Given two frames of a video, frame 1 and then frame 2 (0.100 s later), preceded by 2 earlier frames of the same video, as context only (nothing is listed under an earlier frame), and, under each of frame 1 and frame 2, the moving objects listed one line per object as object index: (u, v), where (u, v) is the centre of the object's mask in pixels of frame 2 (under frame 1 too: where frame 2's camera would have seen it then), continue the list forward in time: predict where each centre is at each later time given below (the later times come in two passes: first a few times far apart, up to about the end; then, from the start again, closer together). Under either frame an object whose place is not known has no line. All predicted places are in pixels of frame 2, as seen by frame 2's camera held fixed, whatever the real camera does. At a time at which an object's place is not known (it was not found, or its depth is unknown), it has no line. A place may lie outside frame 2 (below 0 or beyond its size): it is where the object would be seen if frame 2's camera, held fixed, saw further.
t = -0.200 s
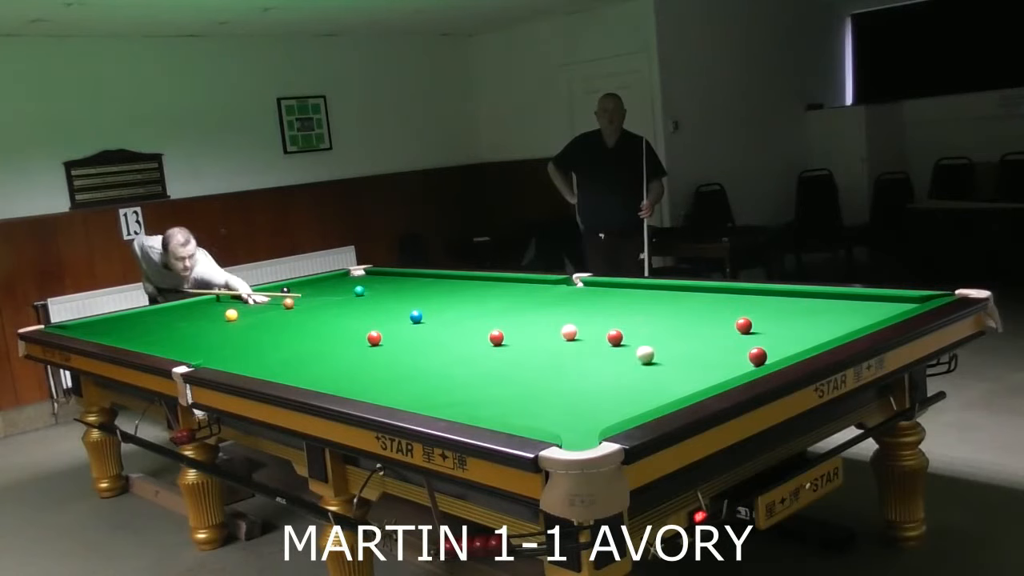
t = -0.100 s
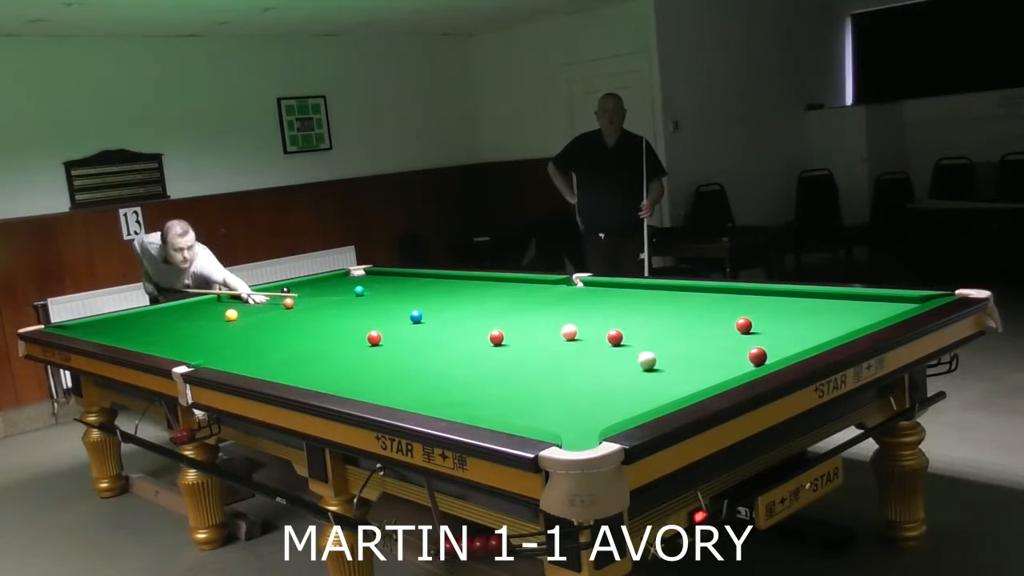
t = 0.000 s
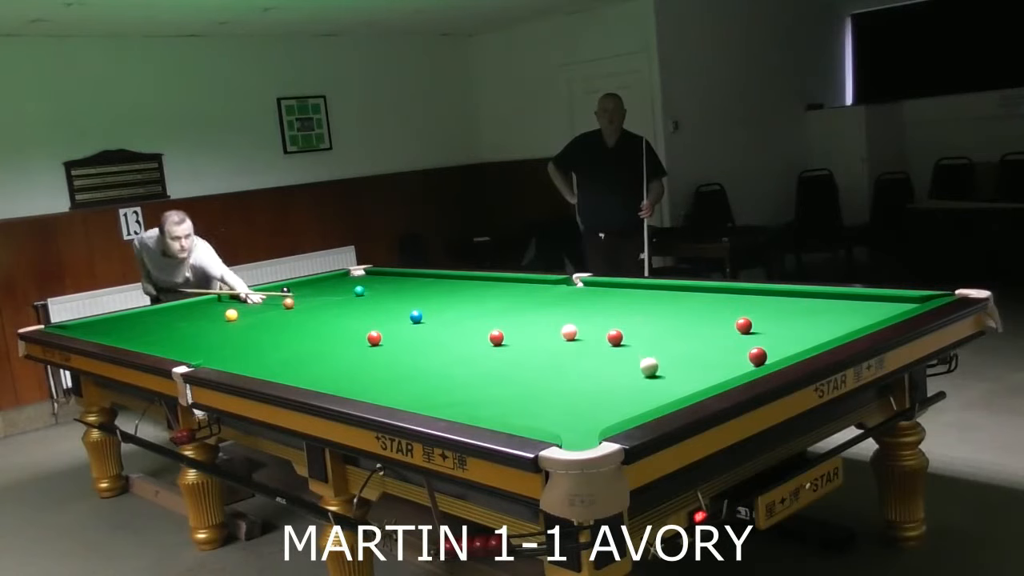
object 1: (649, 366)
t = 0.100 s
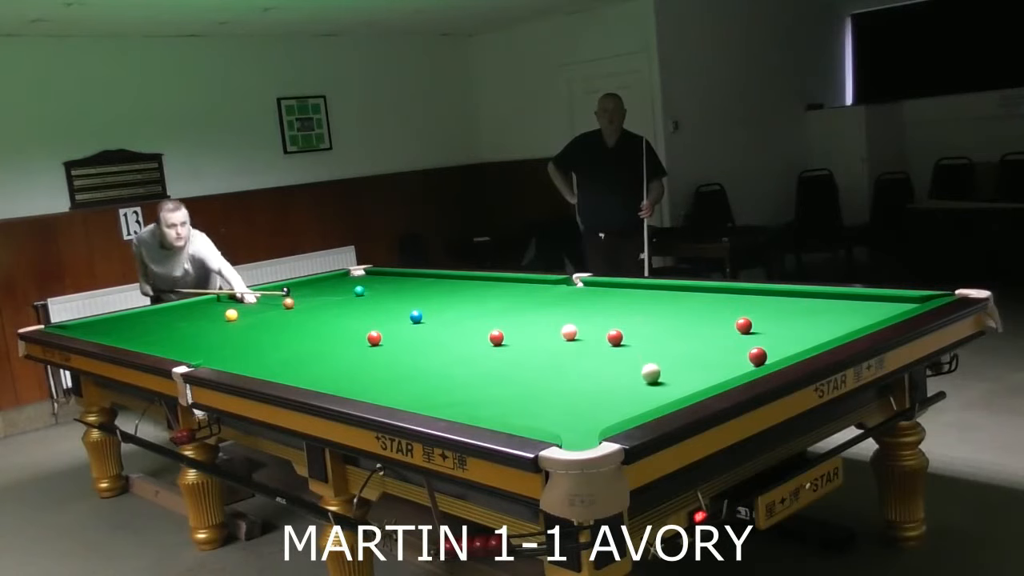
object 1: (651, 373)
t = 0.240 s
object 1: (653, 383)
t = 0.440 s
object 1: (657, 396)
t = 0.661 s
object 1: (632, 407)
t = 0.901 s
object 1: (579, 417)
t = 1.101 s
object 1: (537, 420)
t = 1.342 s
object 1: (522, 416)
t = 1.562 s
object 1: (522, 409)
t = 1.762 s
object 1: (521, 402)
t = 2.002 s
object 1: (521, 394)
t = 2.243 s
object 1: (521, 388)
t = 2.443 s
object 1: (521, 383)
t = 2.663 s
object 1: (521, 377)
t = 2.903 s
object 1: (521, 373)
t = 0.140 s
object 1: (651, 375)
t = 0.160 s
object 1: (652, 377)
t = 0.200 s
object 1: (652, 380)
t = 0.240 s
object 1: (653, 383)
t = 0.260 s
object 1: (654, 384)
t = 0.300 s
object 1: (654, 387)
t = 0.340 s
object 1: (655, 390)
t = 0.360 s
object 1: (656, 391)
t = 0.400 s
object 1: (656, 394)
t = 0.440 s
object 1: (657, 396)
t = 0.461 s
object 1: (657, 397)
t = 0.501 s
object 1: (658, 399)
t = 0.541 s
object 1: (658, 401)
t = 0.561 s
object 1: (654, 401)
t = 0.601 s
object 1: (645, 404)
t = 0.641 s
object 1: (636, 406)
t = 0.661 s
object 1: (632, 407)
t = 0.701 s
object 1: (623, 409)
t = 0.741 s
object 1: (614, 411)
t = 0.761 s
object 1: (610, 412)
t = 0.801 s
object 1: (601, 413)
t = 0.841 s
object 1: (593, 414)
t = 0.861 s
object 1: (588, 415)
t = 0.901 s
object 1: (579, 417)
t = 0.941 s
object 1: (571, 418)
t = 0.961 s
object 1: (567, 418)
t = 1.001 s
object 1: (558, 420)
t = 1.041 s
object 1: (550, 420)
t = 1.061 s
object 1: (546, 420)
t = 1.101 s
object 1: (537, 420)
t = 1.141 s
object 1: (529, 420)
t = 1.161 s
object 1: (525, 420)
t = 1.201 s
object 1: (522, 419)
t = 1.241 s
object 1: (522, 419)
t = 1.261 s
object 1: (522, 418)
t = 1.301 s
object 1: (522, 417)
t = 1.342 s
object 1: (522, 416)
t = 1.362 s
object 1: (522, 416)
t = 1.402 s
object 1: (522, 414)
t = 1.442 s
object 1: (522, 413)
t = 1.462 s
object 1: (522, 413)
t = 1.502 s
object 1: (522, 411)
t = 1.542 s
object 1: (522, 410)
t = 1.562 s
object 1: (522, 409)
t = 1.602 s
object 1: (521, 407)
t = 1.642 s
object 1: (521, 406)
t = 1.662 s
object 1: (521, 405)
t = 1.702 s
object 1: (521, 404)
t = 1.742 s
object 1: (521, 402)
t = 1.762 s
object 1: (521, 402)
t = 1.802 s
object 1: (521, 400)
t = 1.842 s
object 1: (521, 399)
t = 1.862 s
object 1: (521, 399)
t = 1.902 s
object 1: (521, 397)
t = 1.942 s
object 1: (521, 396)
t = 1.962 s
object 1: (521, 396)
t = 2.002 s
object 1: (521, 394)
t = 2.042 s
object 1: (521, 393)
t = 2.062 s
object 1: (521, 393)
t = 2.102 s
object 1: (521, 391)
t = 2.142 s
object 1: (521, 390)
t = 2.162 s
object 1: (521, 389)
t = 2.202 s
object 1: (521, 389)
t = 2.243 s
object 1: (521, 388)
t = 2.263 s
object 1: (521, 387)
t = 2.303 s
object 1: (521, 386)
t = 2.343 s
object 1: (521, 385)
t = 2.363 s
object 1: (521, 384)
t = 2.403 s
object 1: (521, 384)
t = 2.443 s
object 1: (521, 383)
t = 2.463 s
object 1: (521, 382)
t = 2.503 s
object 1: (521, 381)
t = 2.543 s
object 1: (521, 380)
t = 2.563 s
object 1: (521, 379)
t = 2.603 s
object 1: (521, 379)
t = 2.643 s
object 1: (521, 378)
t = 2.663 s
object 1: (521, 377)
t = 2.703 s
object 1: (521, 377)
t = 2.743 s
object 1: (521, 376)
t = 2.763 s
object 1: (521, 375)
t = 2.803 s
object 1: (520, 375)
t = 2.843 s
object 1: (520, 374)
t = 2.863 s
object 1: (520, 373)
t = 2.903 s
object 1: (521, 373)
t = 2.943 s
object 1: (520, 372)
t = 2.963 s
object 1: (520, 371)
